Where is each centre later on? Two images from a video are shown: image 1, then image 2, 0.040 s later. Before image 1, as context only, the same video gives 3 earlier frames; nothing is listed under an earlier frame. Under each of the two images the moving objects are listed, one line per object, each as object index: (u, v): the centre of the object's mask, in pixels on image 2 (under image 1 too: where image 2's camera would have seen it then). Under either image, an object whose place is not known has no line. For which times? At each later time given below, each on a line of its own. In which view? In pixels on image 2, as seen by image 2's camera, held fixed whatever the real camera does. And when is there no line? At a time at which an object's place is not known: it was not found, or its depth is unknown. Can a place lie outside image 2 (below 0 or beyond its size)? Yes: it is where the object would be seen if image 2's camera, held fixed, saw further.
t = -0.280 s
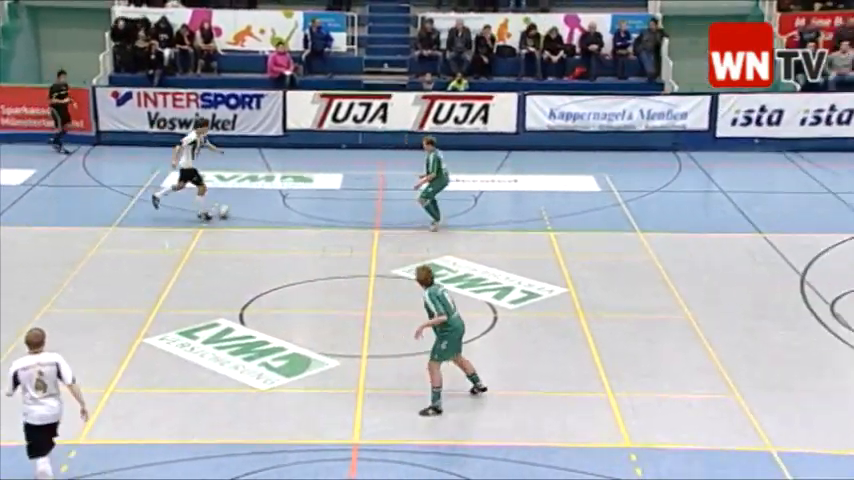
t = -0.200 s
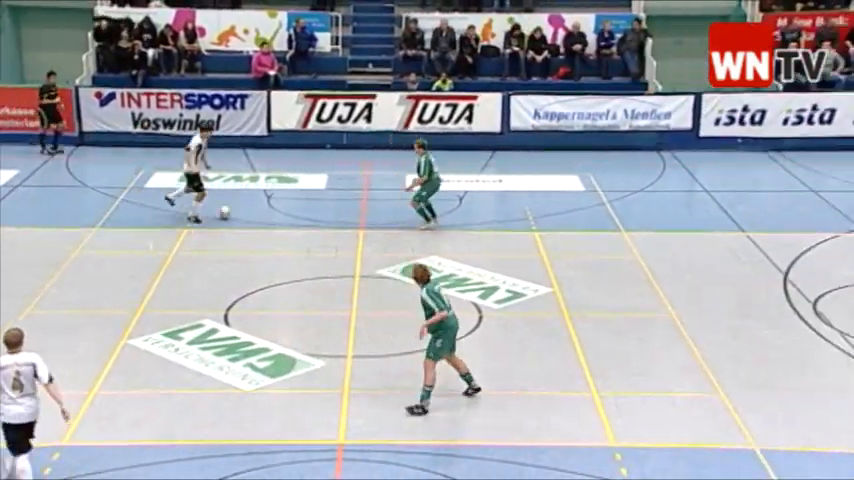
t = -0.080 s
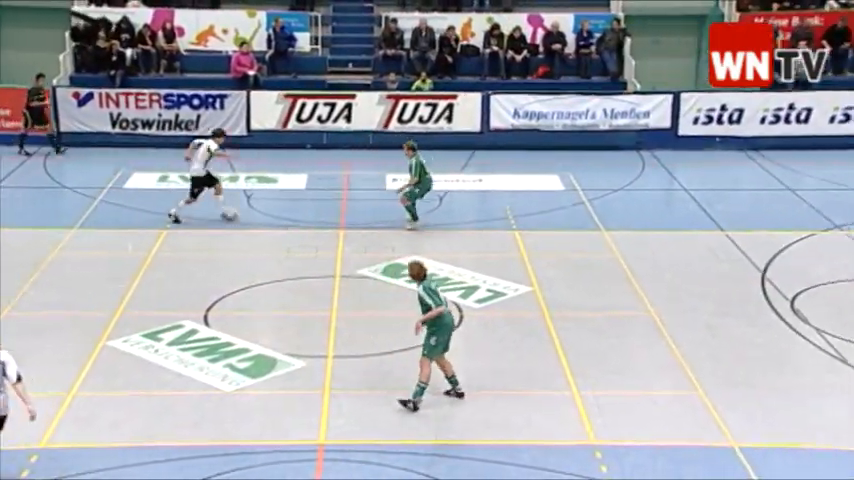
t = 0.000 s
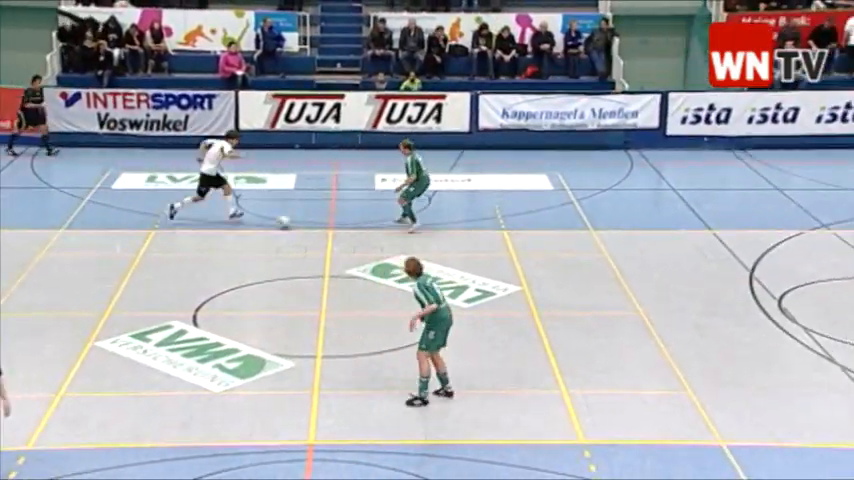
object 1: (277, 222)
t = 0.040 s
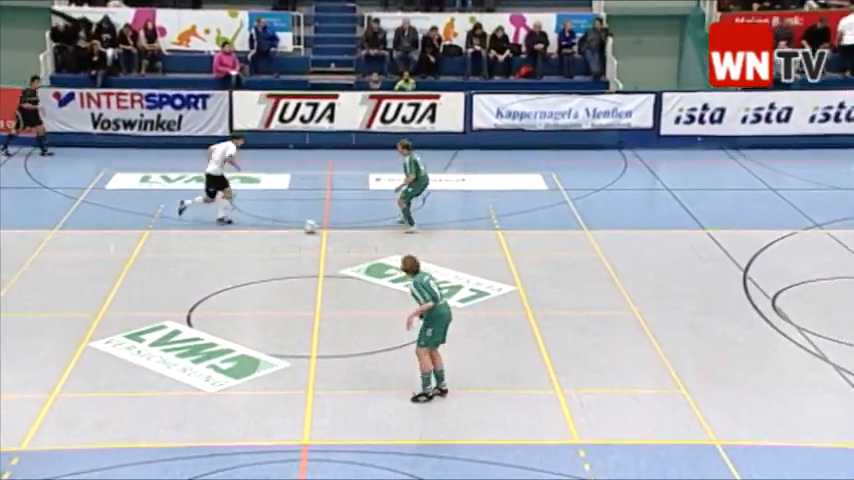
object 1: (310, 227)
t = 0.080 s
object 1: (340, 231)
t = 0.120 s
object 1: (371, 235)
